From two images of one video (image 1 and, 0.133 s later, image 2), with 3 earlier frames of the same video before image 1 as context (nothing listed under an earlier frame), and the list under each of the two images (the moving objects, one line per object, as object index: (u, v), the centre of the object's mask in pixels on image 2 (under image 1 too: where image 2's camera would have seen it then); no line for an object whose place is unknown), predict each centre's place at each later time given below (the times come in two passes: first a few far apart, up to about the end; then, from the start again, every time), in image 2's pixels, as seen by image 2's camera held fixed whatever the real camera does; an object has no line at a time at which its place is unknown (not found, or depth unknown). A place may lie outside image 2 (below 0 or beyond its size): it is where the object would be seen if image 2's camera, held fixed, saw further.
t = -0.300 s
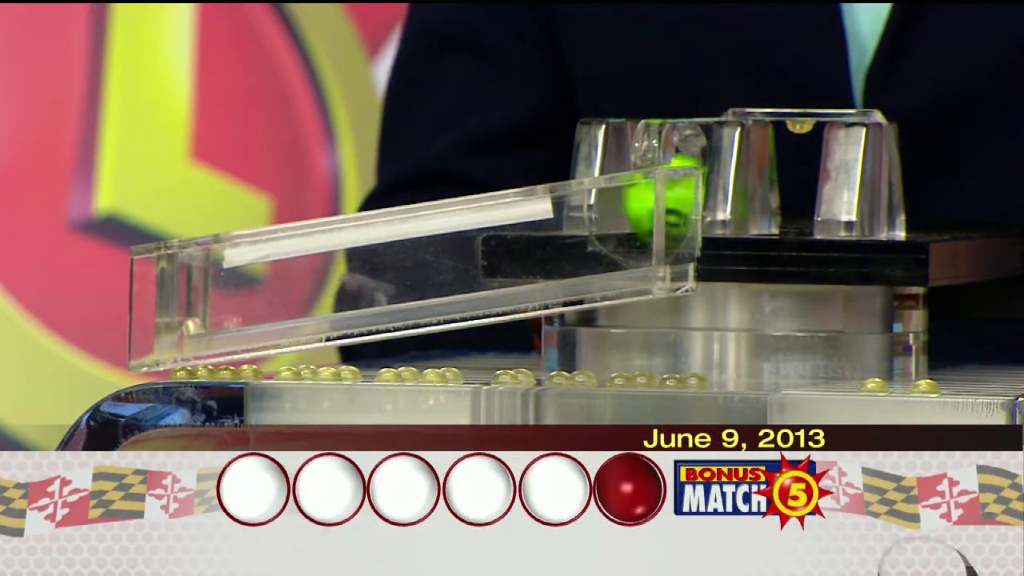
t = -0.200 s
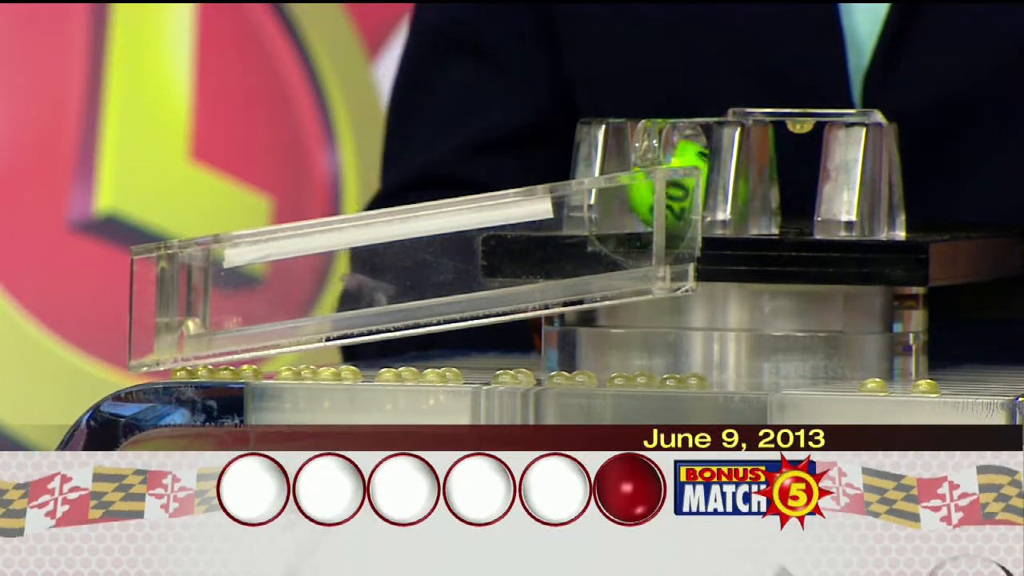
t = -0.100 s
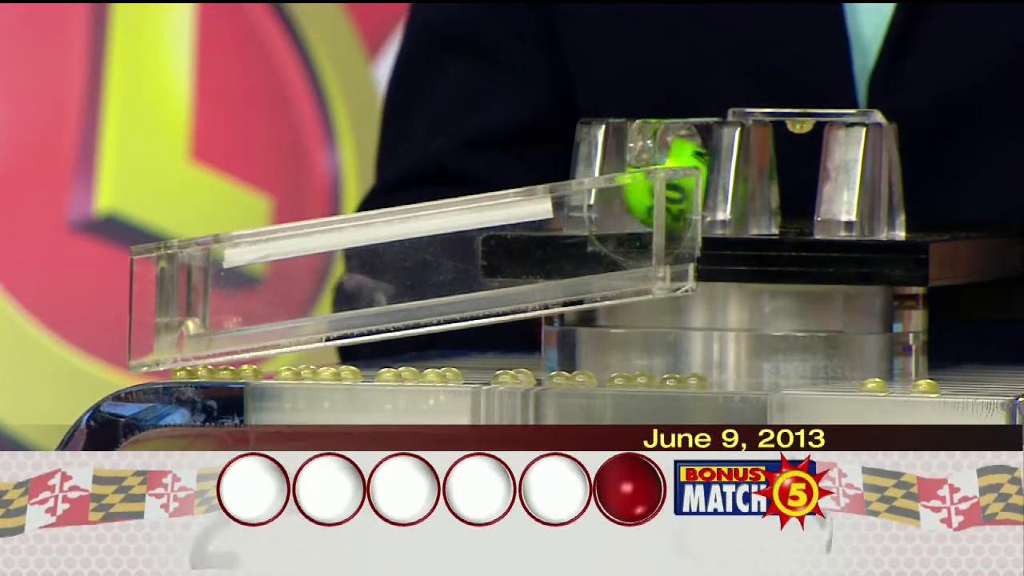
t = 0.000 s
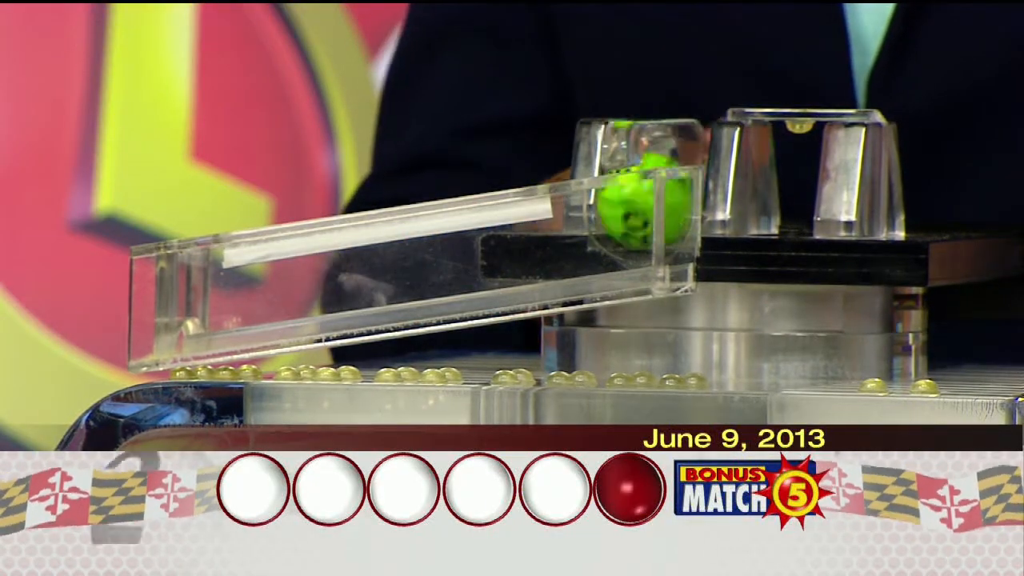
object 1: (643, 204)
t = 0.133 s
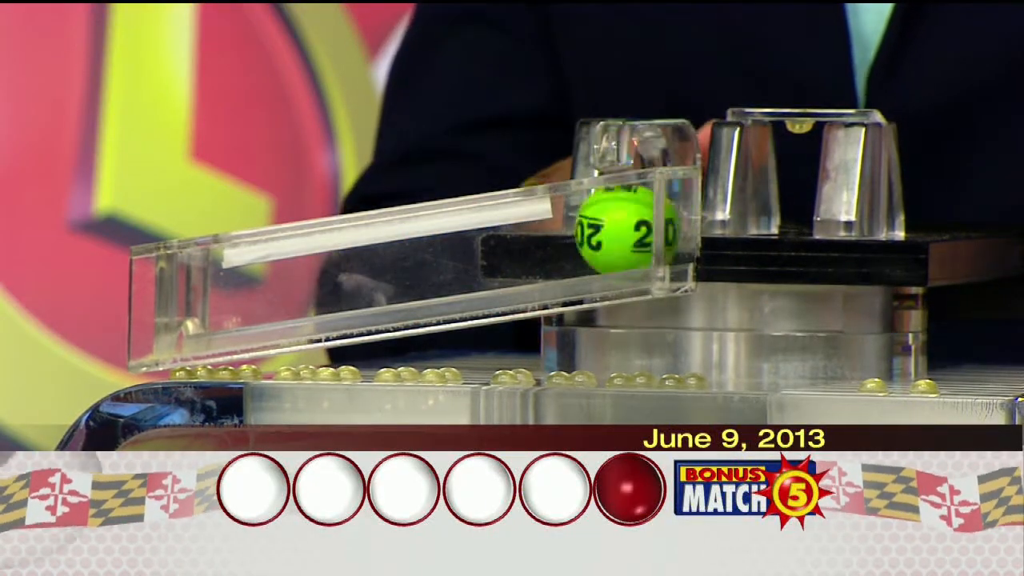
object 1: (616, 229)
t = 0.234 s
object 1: (612, 231)
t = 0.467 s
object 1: (565, 242)
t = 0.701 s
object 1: (455, 258)
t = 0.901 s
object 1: (311, 280)
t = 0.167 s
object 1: (615, 230)
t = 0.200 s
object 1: (613, 231)
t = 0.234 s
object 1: (612, 231)
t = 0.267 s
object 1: (608, 234)
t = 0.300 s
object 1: (605, 234)
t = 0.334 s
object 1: (600, 235)
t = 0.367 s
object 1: (592, 237)
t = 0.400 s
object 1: (584, 239)
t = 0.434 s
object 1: (575, 240)
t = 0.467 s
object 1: (565, 242)
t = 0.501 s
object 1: (552, 244)
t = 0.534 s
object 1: (539, 246)
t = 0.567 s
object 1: (526, 248)
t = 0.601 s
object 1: (510, 250)
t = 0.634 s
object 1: (494, 252)
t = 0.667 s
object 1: (475, 255)
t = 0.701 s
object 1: (455, 258)
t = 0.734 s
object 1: (434, 262)
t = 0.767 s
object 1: (412, 265)
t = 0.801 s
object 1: (388, 268)
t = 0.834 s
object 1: (364, 272)
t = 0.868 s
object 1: (338, 275)
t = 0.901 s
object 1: (311, 280)
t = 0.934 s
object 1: (283, 284)
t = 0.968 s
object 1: (252, 288)
